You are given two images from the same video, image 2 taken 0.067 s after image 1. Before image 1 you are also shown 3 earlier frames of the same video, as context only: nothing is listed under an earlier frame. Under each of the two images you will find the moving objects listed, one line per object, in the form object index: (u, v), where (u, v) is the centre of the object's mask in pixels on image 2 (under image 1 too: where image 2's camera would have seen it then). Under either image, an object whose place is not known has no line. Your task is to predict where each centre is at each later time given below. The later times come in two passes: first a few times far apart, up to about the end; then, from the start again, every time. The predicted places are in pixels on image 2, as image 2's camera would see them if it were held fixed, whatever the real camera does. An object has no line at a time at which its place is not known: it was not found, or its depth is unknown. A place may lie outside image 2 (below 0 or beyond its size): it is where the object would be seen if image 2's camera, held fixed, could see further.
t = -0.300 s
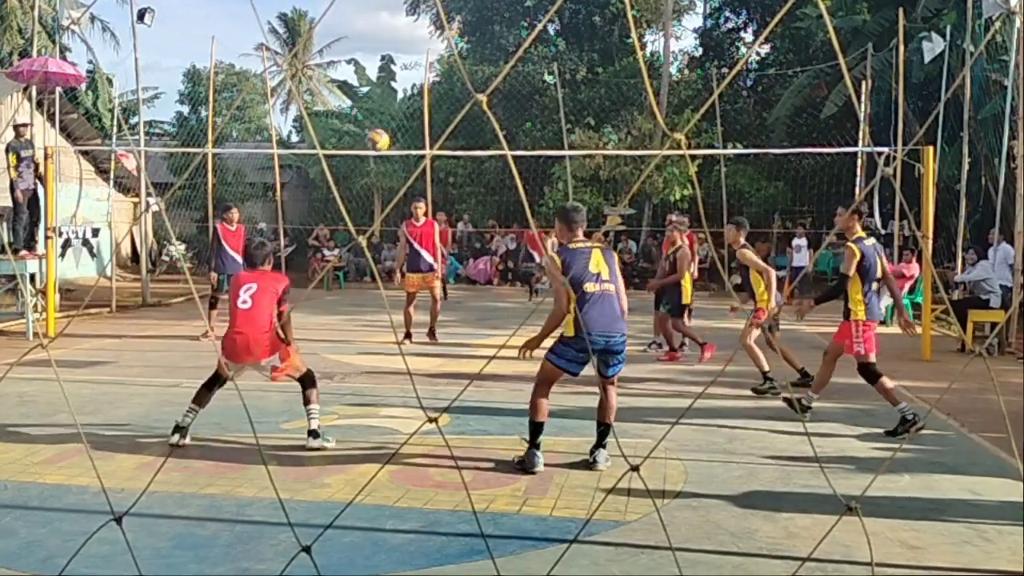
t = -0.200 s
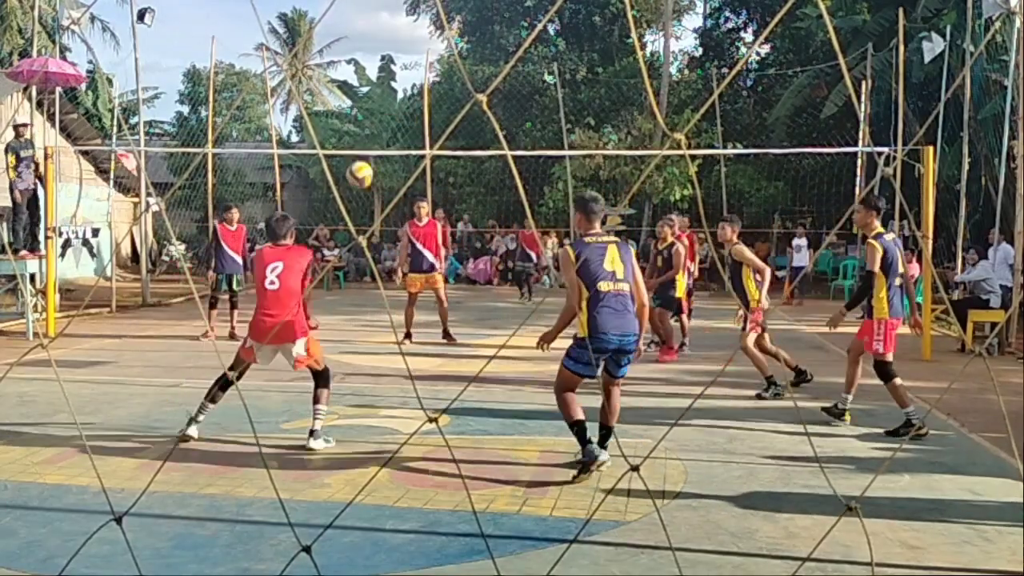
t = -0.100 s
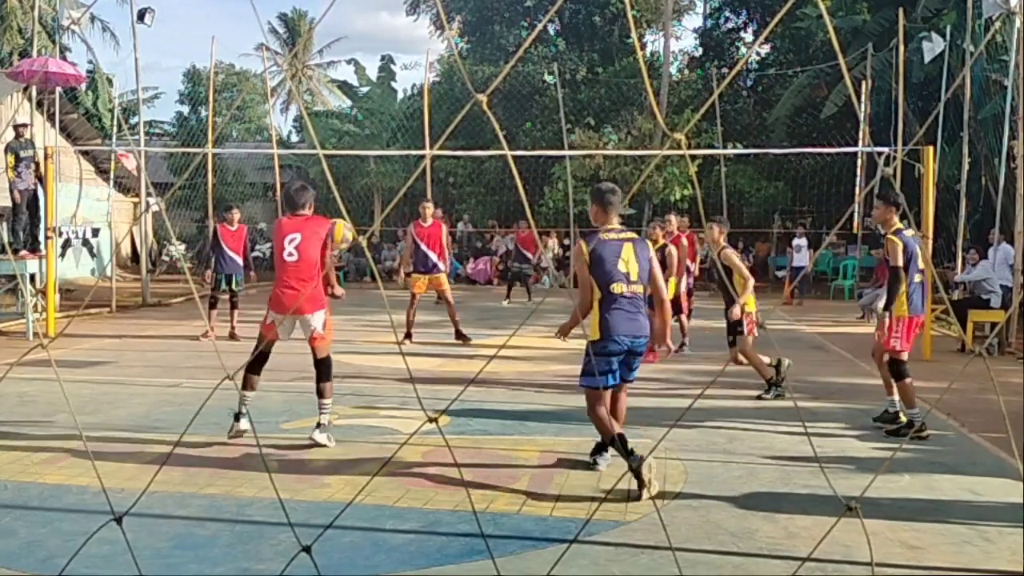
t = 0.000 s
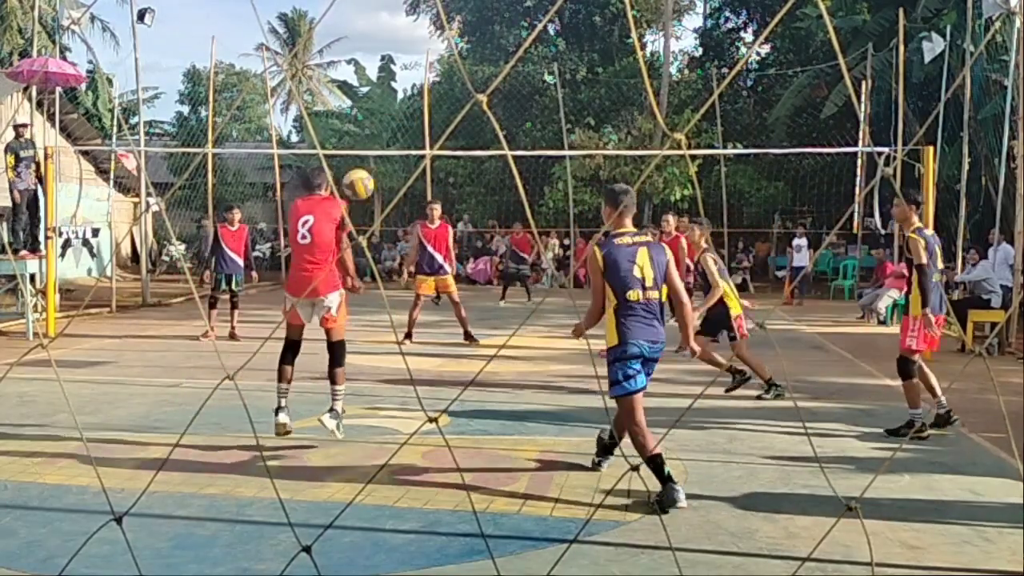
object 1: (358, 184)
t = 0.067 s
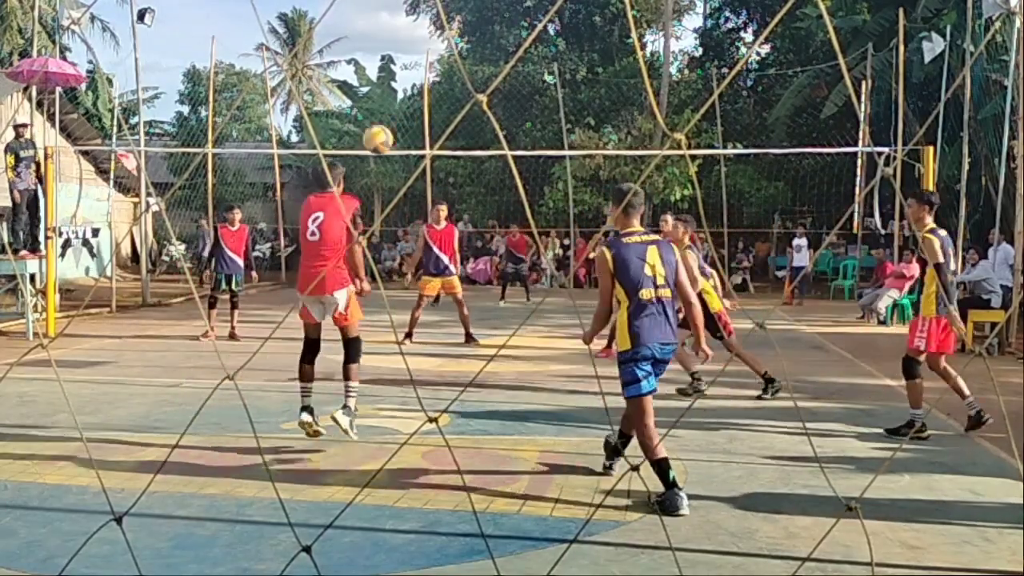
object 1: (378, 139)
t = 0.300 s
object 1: (436, 48)
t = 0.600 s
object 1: (493, 39)
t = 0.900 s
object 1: (535, 116)
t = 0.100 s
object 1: (387, 120)
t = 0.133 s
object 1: (396, 104)
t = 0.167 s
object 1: (404, 89)
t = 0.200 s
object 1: (412, 75)
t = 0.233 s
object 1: (420, 64)
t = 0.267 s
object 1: (428, 55)
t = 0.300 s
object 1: (436, 48)
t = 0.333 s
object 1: (441, 41)
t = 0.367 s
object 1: (450, 36)
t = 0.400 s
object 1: (457, 33)
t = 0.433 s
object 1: (463, 31)
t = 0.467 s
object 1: (470, 30)
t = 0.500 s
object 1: (476, 30)
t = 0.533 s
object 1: (482, 32)
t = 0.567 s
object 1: (487, 35)
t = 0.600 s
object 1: (493, 39)
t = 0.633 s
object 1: (498, 44)
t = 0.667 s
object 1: (504, 50)
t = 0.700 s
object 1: (508, 56)
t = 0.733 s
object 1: (514, 64)
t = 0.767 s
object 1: (518, 73)
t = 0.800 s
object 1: (523, 83)
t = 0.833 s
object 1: (527, 93)
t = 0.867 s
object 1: (531, 104)
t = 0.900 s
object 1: (535, 116)
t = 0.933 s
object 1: (540, 128)
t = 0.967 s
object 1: (543, 141)
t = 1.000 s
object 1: (547, 155)
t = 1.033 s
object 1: (551, 169)
